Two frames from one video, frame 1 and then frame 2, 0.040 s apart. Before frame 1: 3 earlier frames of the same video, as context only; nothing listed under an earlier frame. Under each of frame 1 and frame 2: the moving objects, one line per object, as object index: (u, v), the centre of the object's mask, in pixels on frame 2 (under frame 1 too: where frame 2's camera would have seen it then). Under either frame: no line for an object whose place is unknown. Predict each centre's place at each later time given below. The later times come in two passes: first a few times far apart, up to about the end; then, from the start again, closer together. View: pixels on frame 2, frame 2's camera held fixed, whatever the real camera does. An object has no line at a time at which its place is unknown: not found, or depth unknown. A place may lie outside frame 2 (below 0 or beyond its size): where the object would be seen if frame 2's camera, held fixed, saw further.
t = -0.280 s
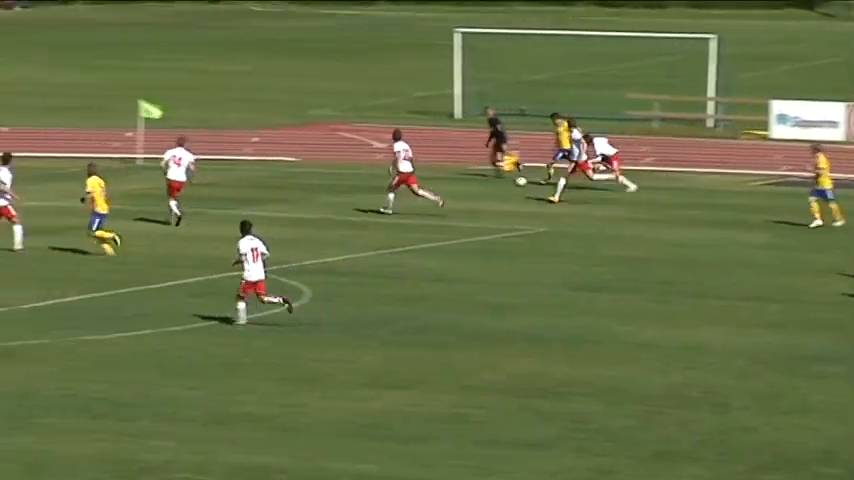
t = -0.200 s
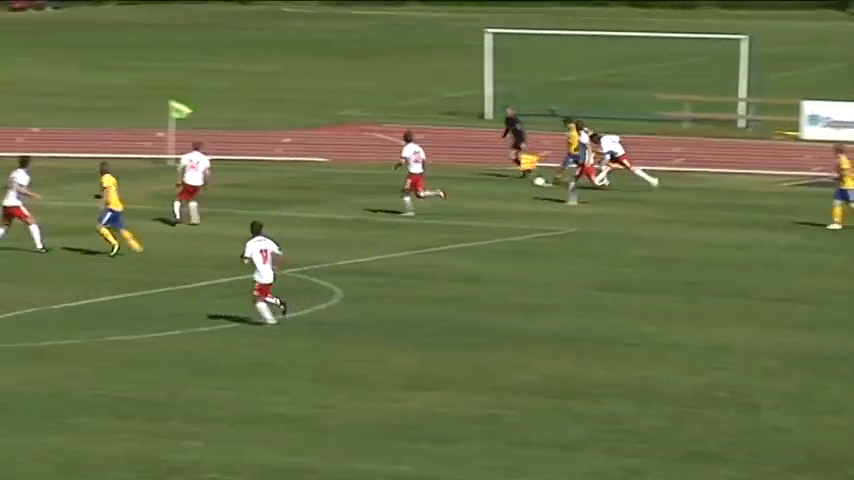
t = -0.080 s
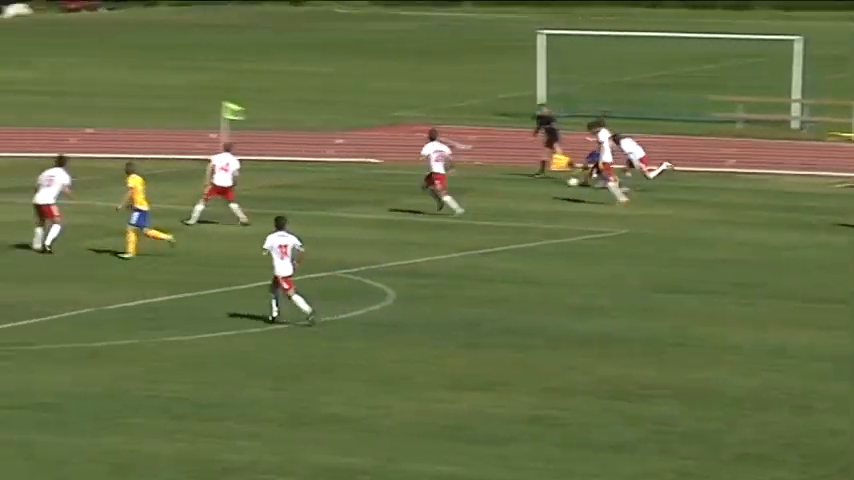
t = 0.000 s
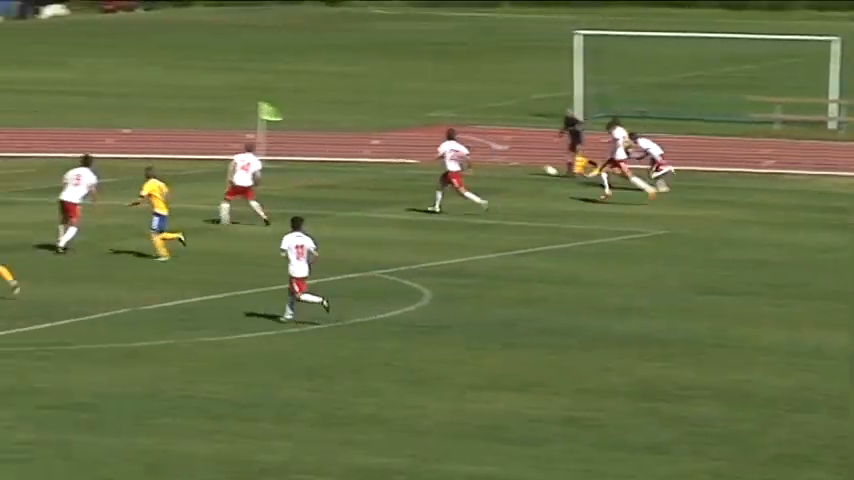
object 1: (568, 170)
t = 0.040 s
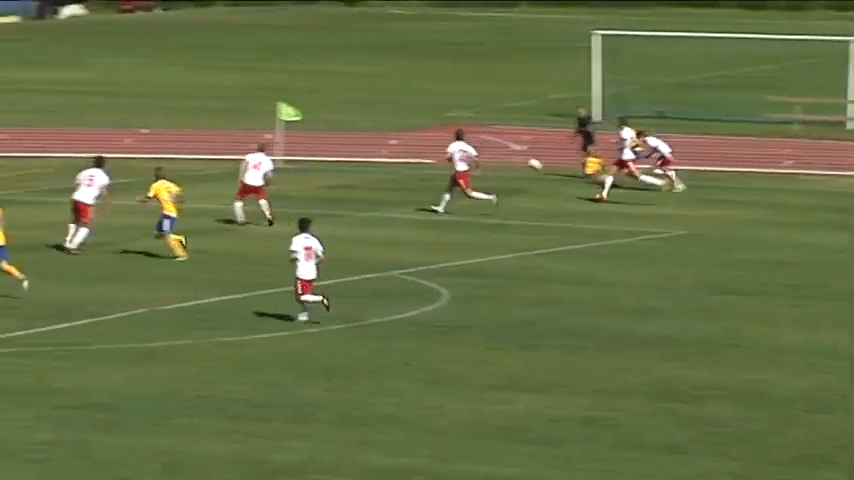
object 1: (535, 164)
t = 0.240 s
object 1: (383, 138)
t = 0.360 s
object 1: (295, 129)
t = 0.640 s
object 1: (113, 126)
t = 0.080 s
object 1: (501, 157)
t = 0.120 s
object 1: (471, 152)
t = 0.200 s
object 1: (411, 142)
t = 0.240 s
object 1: (383, 138)
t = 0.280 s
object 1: (353, 134)
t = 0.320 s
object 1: (323, 130)
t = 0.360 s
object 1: (295, 129)
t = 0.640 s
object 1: (113, 126)
